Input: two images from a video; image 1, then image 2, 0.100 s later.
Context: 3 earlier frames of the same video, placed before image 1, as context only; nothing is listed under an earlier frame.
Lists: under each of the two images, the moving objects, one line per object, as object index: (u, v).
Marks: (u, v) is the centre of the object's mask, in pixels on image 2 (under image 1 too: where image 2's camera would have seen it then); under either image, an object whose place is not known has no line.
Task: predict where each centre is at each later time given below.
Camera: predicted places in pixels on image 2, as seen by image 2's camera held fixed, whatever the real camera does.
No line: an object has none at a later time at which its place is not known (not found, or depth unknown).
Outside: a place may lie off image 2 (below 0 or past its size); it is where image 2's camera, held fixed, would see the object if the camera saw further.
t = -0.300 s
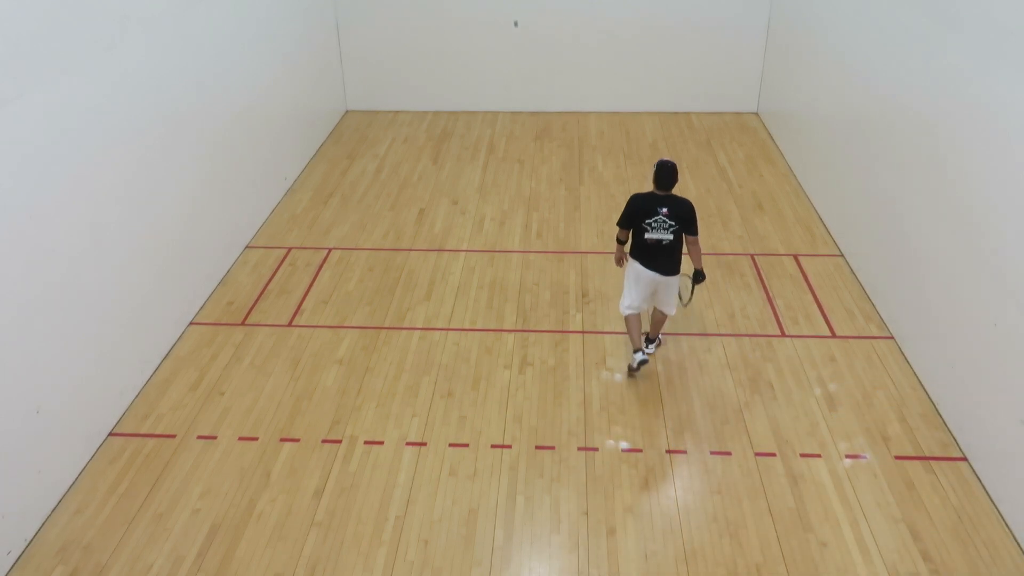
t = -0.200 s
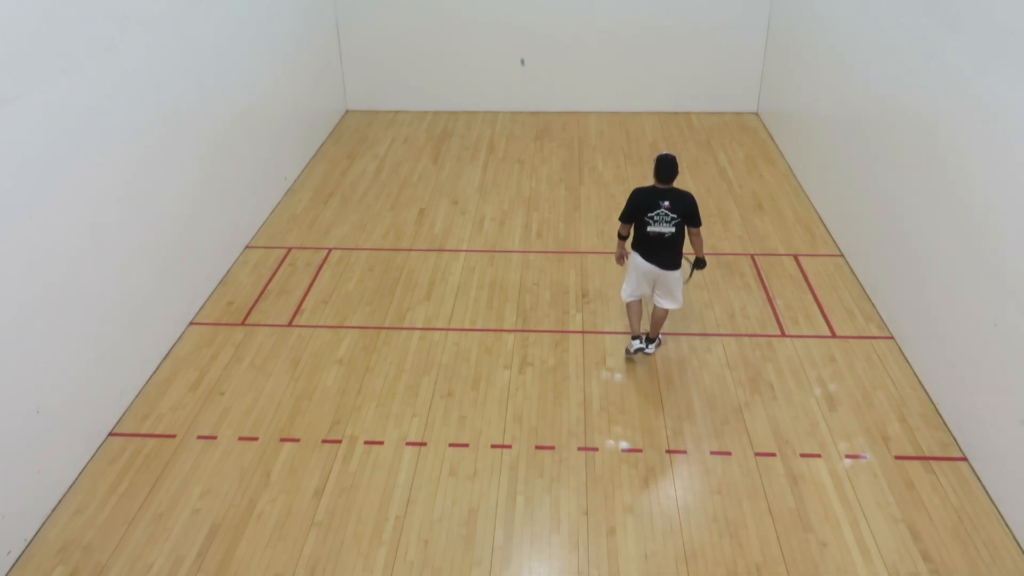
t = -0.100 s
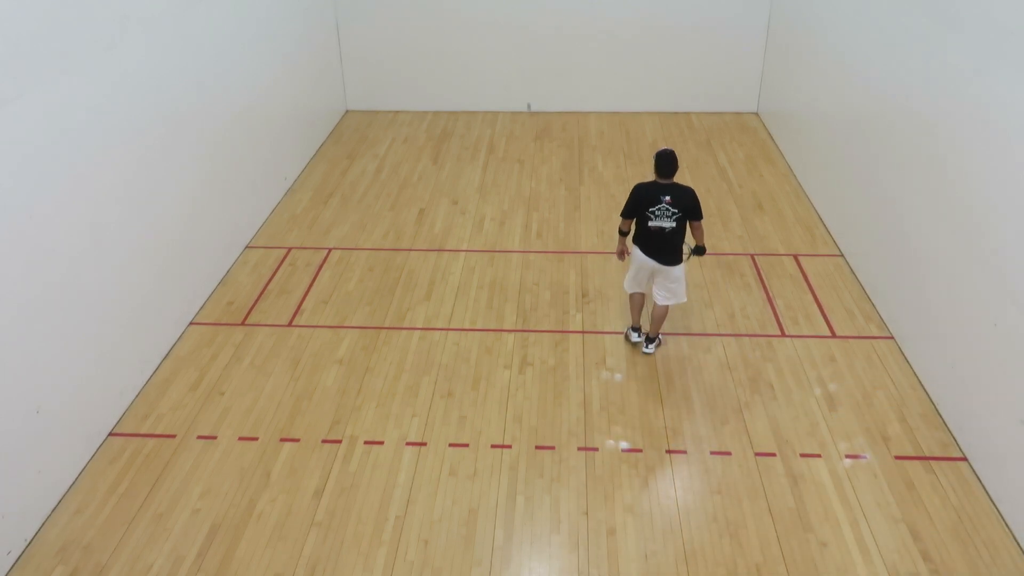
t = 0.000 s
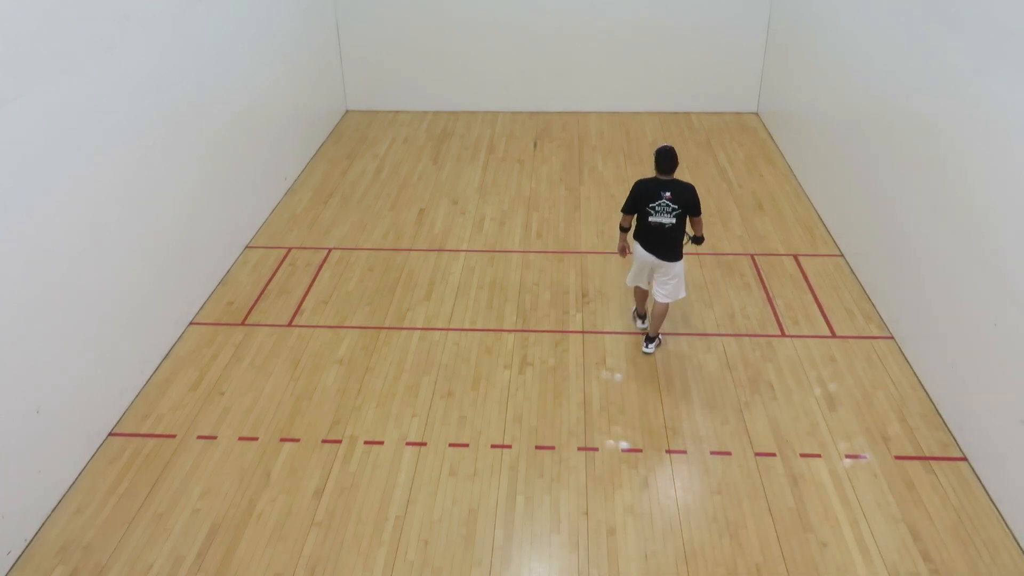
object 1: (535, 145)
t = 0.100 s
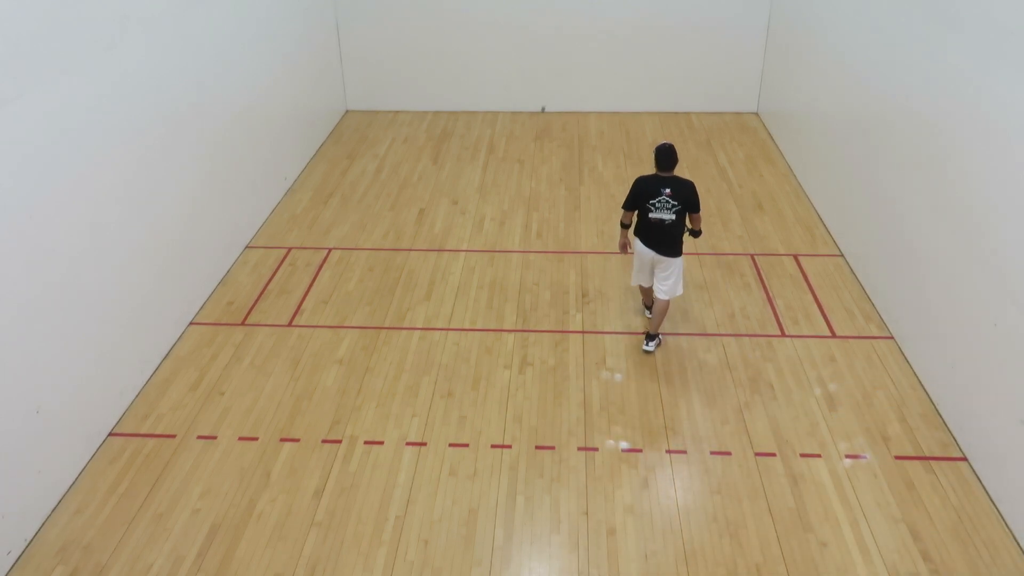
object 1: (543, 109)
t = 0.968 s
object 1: (617, 114)
